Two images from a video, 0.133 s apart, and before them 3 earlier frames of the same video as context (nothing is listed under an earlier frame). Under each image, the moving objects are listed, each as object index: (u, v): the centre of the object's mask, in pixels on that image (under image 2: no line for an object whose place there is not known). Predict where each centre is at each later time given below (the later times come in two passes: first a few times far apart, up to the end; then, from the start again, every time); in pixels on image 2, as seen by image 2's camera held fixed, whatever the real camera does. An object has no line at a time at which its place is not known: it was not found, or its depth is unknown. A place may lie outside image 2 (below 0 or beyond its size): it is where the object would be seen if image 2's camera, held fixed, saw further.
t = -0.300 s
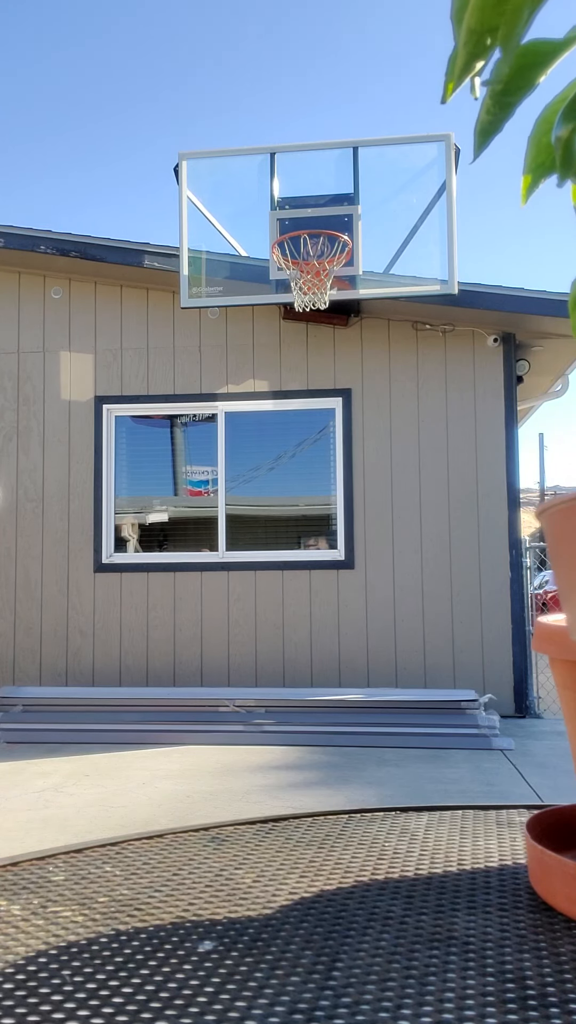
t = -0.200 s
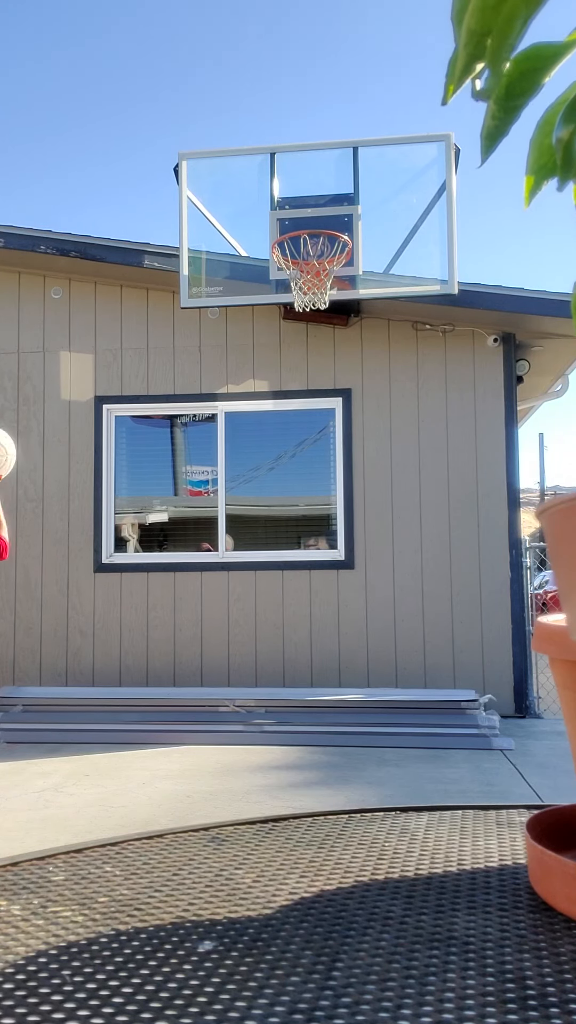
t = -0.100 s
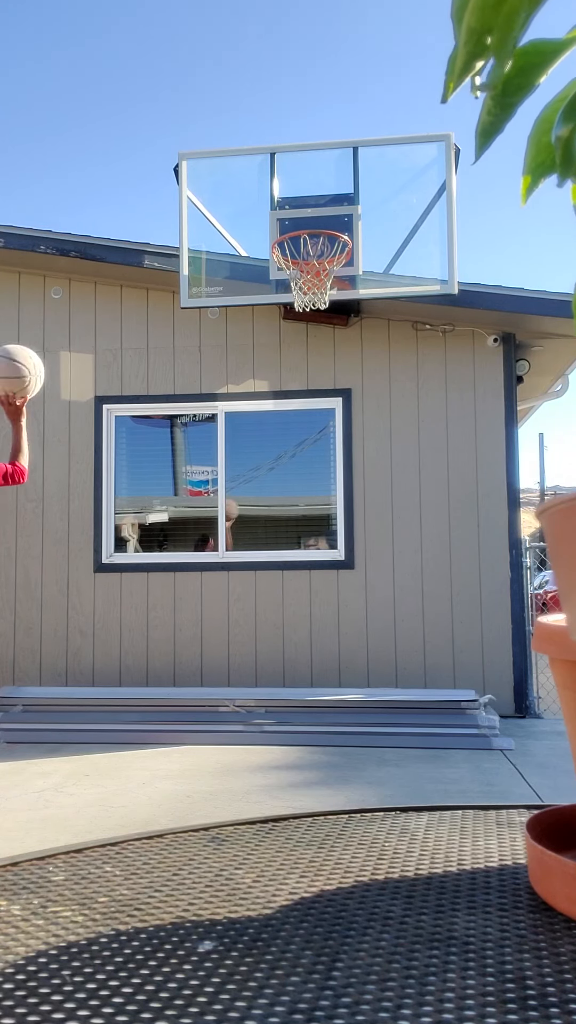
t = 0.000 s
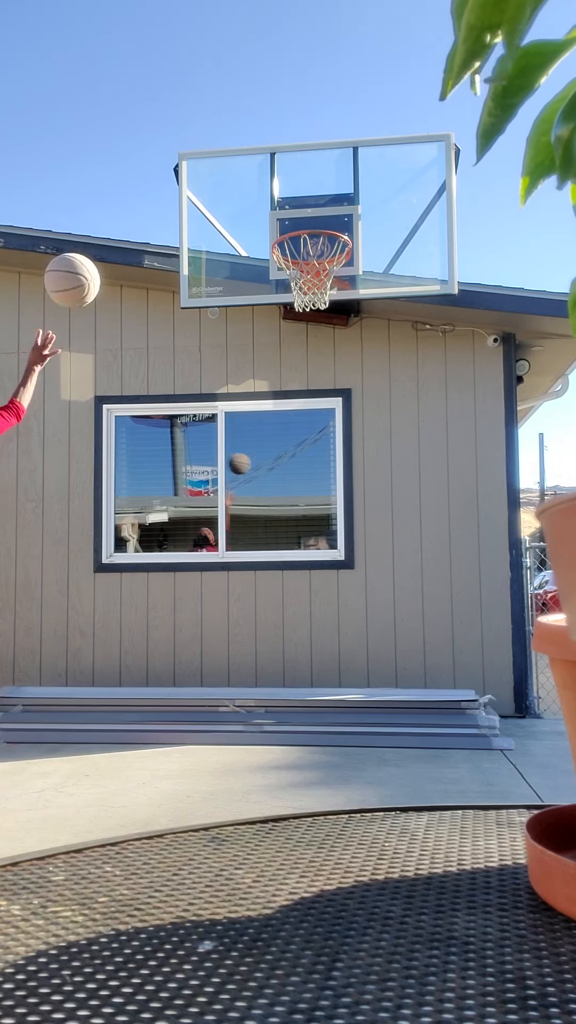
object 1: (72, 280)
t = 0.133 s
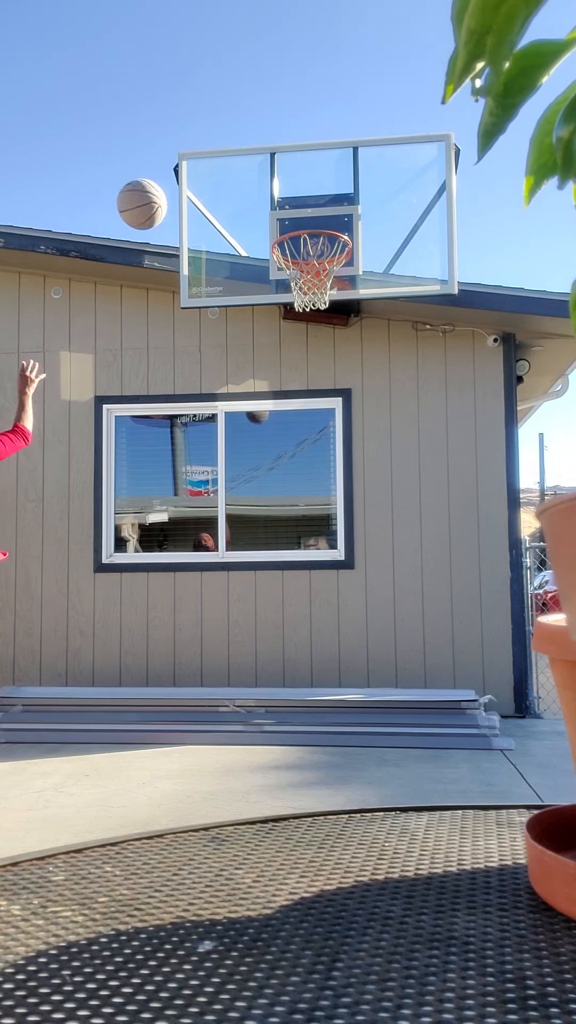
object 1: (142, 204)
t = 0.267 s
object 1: (199, 174)
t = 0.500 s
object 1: (279, 201)
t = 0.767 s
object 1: (322, 297)
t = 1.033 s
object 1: (301, 411)
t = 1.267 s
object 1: (282, 611)
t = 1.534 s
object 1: (241, 684)
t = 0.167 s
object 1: (157, 193)
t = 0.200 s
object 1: (172, 184)
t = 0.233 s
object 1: (186, 177)
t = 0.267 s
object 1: (199, 174)
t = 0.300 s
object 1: (212, 172)
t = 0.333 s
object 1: (224, 172)
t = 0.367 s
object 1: (236, 174)
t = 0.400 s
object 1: (247, 178)
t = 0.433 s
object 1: (258, 185)
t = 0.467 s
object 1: (269, 192)
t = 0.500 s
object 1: (279, 201)
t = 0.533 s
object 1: (289, 212)
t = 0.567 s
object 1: (297, 222)
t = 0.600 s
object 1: (307, 238)
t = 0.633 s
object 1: (315, 252)
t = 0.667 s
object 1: (324, 269)
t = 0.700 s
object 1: (326, 281)
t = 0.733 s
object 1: (325, 289)
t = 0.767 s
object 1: (322, 297)
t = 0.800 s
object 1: (320, 303)
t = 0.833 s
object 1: (317, 313)
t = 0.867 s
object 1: (315, 325)
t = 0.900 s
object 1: (312, 339)
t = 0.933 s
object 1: (309, 354)
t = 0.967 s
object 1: (306, 371)
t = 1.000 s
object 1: (304, 390)
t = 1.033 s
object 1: (301, 411)
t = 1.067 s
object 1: (298, 434)
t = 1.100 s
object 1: (295, 458)
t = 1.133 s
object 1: (293, 485)
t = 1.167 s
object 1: (290, 514)
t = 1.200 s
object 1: (288, 544)
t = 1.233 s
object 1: (285, 576)
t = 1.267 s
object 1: (282, 611)
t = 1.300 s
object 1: (280, 648)
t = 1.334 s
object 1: (277, 687)
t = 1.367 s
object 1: (274, 728)
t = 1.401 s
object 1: (268, 718)
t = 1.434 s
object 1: (262, 708)
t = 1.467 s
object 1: (255, 699)
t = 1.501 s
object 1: (248, 691)
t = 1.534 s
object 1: (241, 684)
